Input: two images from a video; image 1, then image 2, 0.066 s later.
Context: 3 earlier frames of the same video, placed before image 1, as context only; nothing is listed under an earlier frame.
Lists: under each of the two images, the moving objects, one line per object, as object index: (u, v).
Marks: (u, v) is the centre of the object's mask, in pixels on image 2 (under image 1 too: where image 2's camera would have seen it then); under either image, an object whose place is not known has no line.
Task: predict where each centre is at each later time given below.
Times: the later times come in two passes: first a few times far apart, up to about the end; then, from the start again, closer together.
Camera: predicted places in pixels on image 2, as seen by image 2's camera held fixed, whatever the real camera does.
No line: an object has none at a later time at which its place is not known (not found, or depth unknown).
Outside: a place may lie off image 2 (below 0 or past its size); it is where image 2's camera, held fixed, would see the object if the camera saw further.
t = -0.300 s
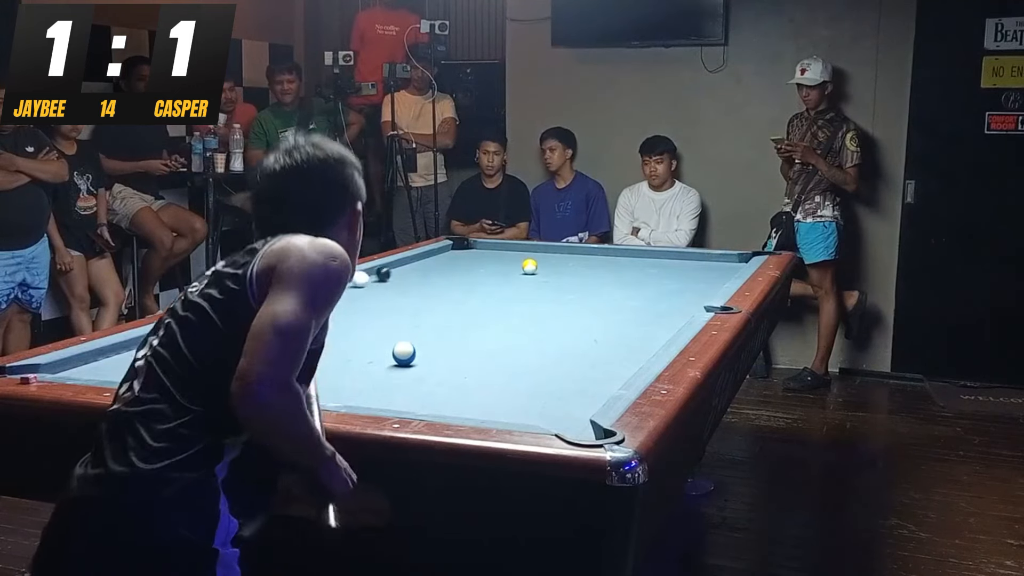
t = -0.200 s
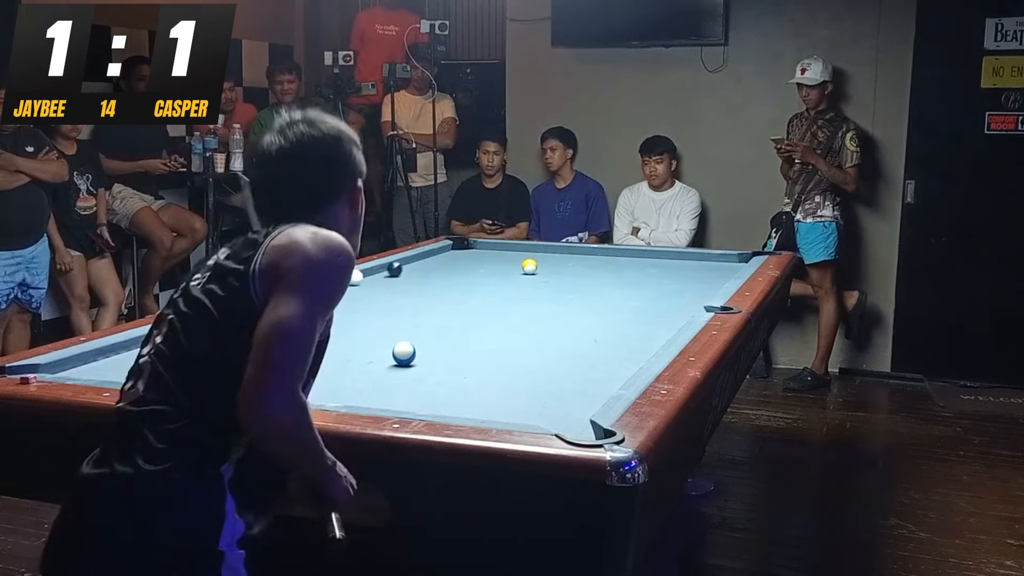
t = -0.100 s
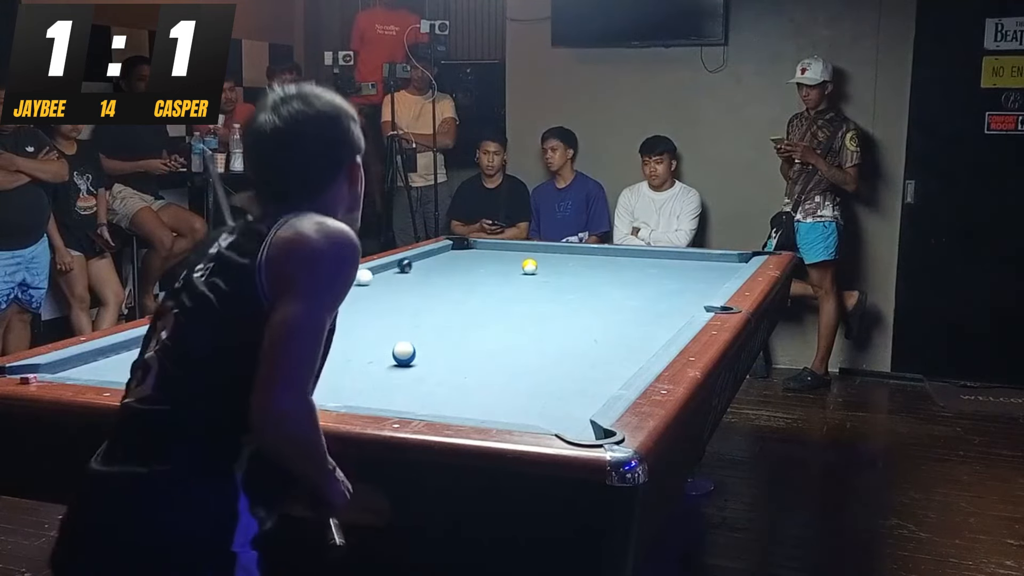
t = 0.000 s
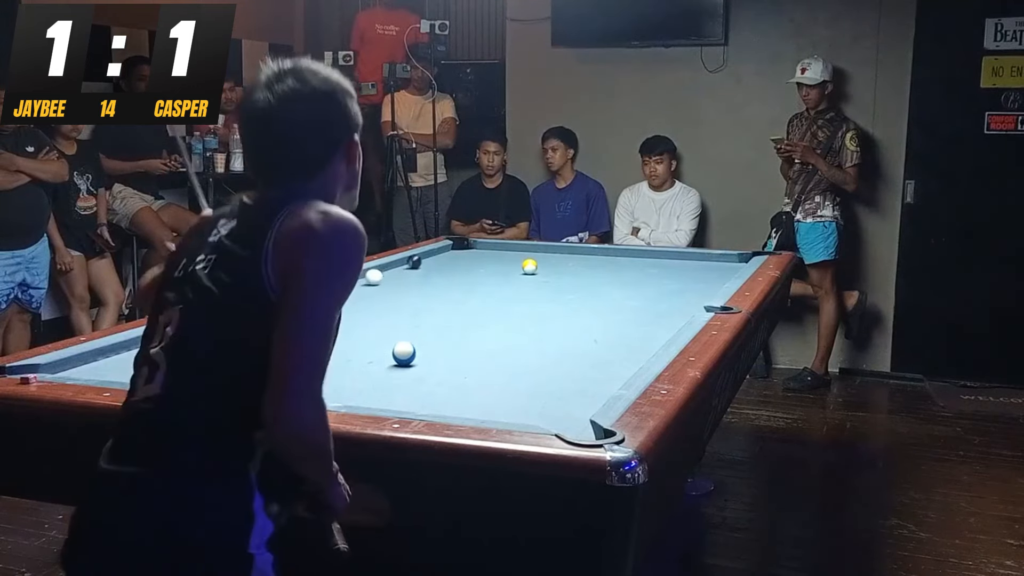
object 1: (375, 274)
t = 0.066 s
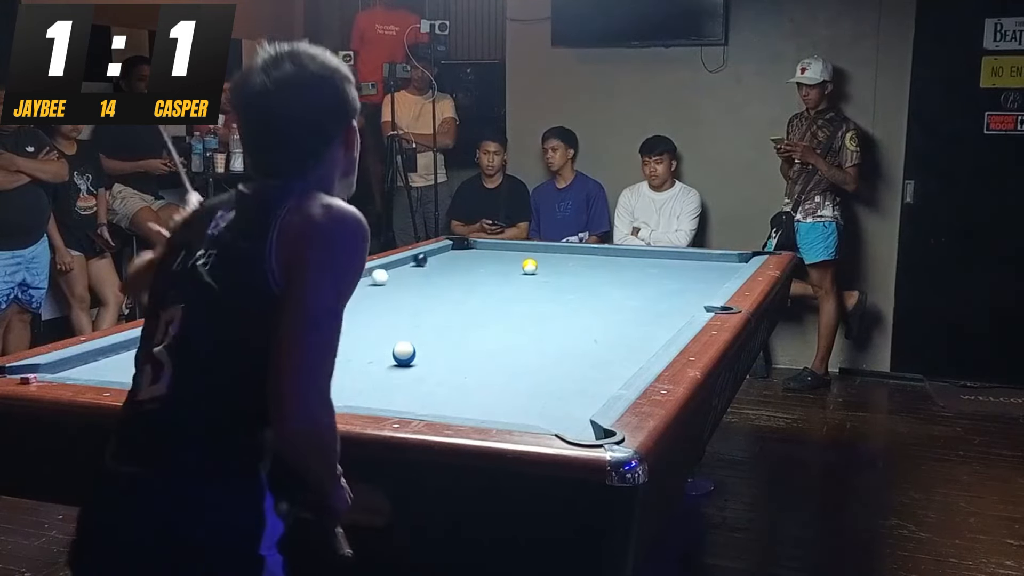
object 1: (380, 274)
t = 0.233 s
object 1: (396, 274)
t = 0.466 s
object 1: (415, 274)
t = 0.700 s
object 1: (433, 273)
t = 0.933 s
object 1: (449, 272)
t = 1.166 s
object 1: (464, 273)
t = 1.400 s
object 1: (477, 273)
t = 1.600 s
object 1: (487, 274)
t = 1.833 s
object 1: (497, 273)
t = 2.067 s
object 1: (505, 274)
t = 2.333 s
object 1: (512, 274)
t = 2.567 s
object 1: (517, 275)
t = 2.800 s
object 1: (521, 275)
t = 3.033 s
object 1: (522, 275)
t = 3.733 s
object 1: (522, 275)
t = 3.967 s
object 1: (522, 274)
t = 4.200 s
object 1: (522, 273)
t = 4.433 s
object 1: (522, 273)
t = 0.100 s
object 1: (383, 275)
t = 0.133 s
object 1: (387, 274)
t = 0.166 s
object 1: (390, 274)
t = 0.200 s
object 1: (392, 274)
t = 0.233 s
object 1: (396, 274)
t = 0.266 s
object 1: (398, 274)
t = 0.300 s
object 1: (401, 274)
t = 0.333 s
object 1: (404, 274)
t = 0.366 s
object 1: (407, 274)
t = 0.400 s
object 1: (409, 274)
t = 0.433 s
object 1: (412, 273)
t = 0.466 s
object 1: (415, 274)
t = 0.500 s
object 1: (417, 273)
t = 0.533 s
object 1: (420, 273)
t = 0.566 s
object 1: (423, 273)
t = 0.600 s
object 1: (425, 273)
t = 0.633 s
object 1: (428, 272)
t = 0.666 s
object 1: (430, 273)
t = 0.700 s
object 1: (433, 273)
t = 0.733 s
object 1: (435, 273)
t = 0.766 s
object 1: (437, 273)
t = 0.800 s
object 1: (440, 273)
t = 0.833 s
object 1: (442, 272)
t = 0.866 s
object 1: (444, 273)
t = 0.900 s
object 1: (447, 272)
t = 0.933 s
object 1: (449, 272)
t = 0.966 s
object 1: (451, 272)
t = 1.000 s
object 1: (453, 272)
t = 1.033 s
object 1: (455, 273)
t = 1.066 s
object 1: (457, 273)
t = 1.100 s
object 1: (460, 273)
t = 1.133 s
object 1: (461, 273)
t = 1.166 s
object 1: (464, 273)
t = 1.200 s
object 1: (466, 273)
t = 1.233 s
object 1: (468, 273)
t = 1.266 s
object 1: (469, 273)
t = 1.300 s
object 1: (471, 273)
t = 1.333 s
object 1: (473, 273)
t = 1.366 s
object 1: (475, 273)
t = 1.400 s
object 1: (477, 273)
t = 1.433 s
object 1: (479, 273)
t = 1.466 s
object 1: (480, 273)
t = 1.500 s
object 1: (482, 273)
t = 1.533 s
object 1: (484, 273)
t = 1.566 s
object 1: (485, 273)
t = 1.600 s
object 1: (487, 274)
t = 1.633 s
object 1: (488, 273)
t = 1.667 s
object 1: (490, 273)
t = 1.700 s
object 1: (491, 274)
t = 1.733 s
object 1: (493, 274)
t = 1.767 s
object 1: (494, 274)
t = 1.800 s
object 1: (496, 273)
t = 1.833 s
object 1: (497, 273)
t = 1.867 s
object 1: (498, 274)
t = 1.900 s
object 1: (499, 274)
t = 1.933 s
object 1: (501, 274)
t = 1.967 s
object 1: (502, 274)
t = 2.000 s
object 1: (503, 274)
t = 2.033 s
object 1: (504, 274)
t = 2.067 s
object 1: (505, 274)
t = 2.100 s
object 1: (506, 274)
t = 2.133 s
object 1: (507, 274)
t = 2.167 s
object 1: (508, 274)
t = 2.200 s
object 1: (509, 274)
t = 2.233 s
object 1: (510, 274)
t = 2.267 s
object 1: (511, 274)
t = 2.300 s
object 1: (512, 274)
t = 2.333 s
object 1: (512, 274)
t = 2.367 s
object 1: (513, 274)
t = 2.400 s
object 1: (514, 275)
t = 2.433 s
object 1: (515, 275)
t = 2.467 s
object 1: (515, 275)
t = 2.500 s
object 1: (516, 275)
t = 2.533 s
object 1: (517, 275)
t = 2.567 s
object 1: (517, 275)
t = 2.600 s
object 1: (518, 275)
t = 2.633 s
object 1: (518, 275)
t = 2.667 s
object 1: (519, 275)
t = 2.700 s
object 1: (519, 275)
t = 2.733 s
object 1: (520, 275)
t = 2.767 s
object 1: (520, 275)
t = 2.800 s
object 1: (521, 275)
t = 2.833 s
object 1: (521, 275)
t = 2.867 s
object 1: (521, 275)
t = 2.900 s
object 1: (522, 276)
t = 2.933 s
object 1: (522, 275)
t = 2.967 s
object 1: (522, 275)
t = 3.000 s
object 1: (522, 275)
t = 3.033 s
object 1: (522, 275)
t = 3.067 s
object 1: (522, 275)
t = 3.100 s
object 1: (525, 276)
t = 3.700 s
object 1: (519, 274)
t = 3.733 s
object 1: (522, 275)
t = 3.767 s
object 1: (522, 274)
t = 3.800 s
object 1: (522, 274)
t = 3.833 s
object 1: (522, 274)
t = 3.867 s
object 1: (522, 274)
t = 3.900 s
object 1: (522, 274)
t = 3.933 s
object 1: (522, 274)
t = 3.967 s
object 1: (522, 274)
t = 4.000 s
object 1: (522, 274)
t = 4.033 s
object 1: (522, 274)
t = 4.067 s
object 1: (522, 274)
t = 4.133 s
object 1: (522, 273)
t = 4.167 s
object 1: (522, 273)
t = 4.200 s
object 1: (522, 273)
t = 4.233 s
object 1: (522, 273)
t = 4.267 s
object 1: (522, 273)
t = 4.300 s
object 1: (522, 273)
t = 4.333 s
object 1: (522, 273)
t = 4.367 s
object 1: (522, 273)
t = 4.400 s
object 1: (522, 273)
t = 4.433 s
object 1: (522, 273)
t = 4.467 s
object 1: (522, 273)
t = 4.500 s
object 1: (522, 273)
